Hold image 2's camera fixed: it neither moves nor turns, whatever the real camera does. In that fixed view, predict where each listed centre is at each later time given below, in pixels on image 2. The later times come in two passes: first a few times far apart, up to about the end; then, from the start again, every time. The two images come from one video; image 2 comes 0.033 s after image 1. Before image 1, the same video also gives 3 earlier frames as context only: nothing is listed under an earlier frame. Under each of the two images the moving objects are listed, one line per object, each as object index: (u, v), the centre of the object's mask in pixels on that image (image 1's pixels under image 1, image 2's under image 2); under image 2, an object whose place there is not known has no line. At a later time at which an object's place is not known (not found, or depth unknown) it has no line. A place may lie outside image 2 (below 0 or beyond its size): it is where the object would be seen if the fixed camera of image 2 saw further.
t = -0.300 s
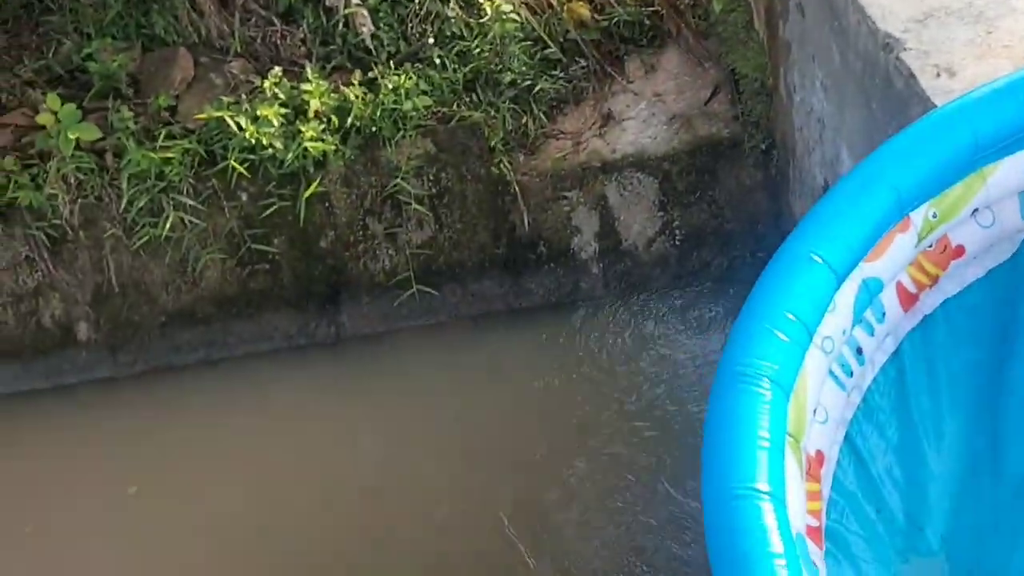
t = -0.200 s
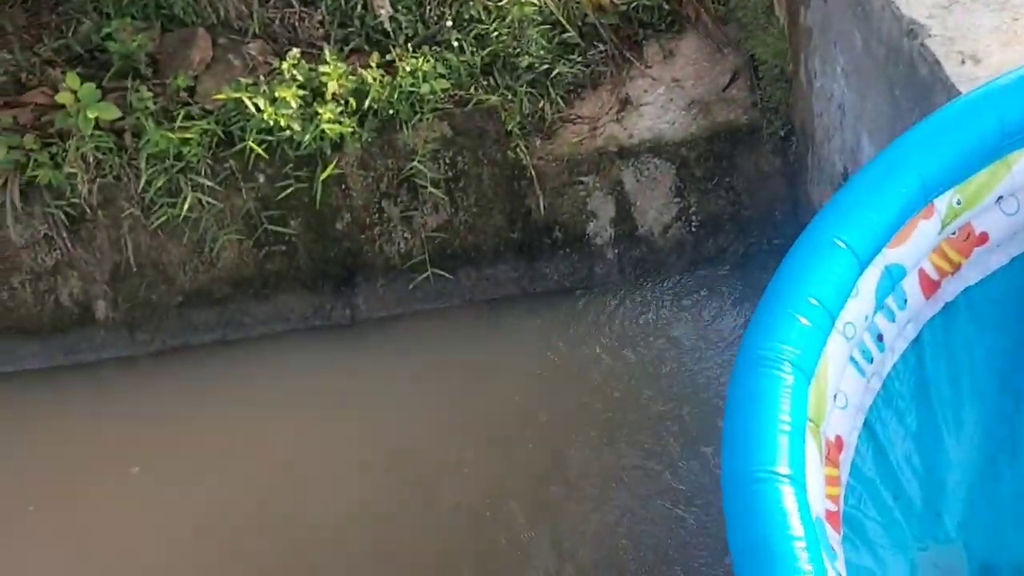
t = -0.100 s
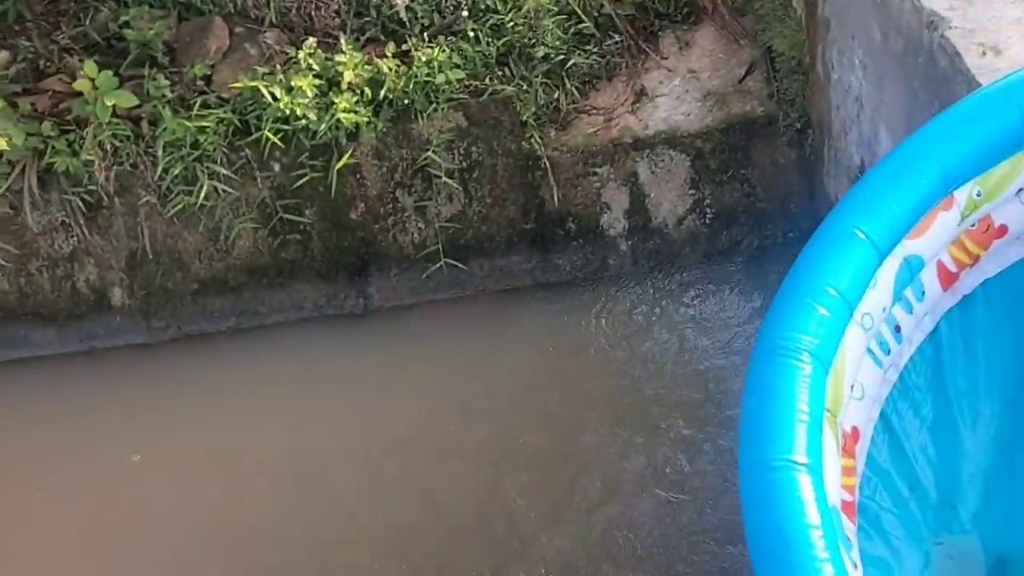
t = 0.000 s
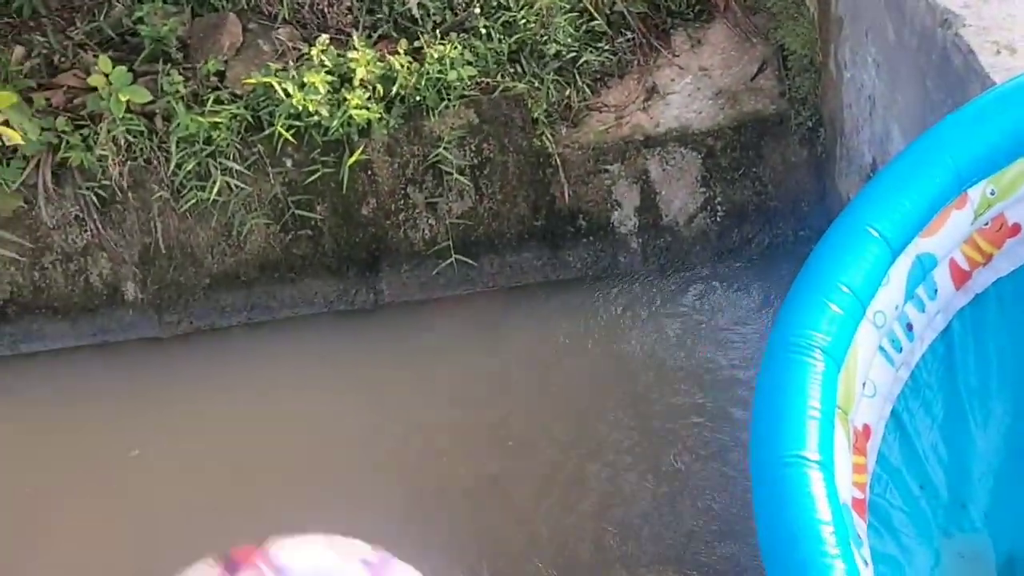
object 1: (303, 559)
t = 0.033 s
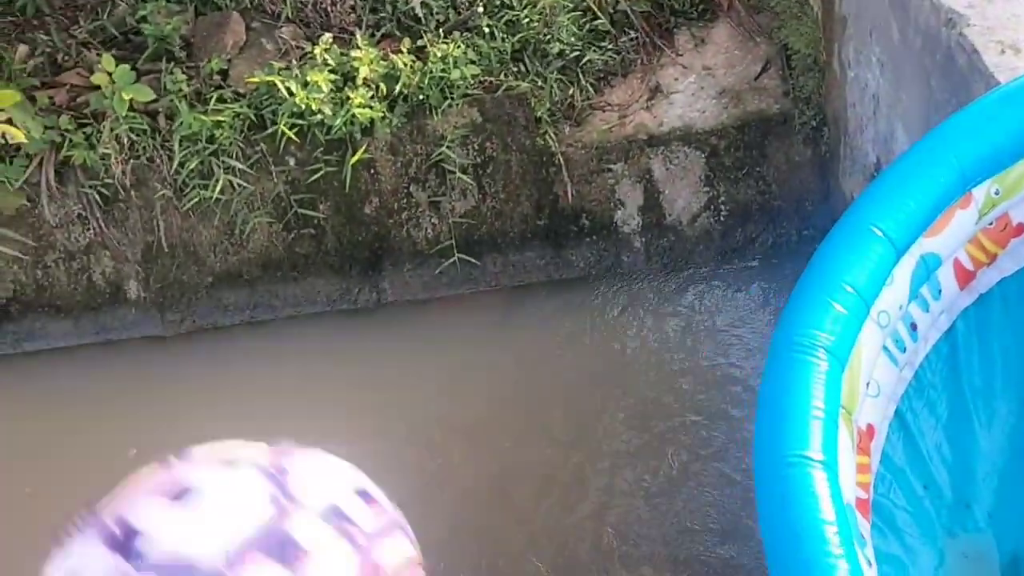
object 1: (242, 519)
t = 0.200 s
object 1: (124, 332)
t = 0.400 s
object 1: (236, 372)
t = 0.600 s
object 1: (371, 501)
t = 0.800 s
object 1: (379, 537)
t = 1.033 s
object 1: (335, 499)
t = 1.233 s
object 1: (307, 495)
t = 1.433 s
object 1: (279, 489)
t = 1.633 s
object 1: (251, 487)
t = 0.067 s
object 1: (194, 482)
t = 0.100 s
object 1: (161, 445)
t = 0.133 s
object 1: (139, 402)
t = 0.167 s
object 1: (128, 359)
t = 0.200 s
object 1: (124, 332)
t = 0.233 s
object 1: (128, 320)
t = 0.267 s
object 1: (142, 319)
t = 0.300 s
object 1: (162, 325)
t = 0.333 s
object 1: (185, 338)
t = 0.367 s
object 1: (211, 353)
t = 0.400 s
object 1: (236, 372)
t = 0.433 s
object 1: (261, 392)
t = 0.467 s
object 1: (286, 412)
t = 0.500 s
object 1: (309, 434)
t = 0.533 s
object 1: (332, 456)
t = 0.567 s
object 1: (351, 478)
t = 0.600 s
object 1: (371, 501)
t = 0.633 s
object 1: (389, 524)
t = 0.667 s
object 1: (400, 537)
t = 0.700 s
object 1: (399, 539)
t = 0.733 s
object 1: (393, 540)
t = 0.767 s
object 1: (386, 540)
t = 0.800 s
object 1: (379, 537)
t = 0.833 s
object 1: (370, 530)
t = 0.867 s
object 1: (360, 520)
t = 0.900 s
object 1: (353, 511)
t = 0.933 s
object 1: (345, 504)
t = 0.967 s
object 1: (340, 500)
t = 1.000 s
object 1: (337, 498)
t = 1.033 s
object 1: (335, 499)
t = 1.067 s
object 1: (332, 499)
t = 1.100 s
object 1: (329, 499)
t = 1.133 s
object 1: (324, 499)
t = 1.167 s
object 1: (319, 499)
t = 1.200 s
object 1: (313, 497)
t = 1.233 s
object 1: (307, 495)
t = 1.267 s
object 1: (301, 493)
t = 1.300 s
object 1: (296, 491)
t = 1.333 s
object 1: (291, 490)
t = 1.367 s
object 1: (287, 489)
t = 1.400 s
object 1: (283, 489)
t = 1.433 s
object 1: (279, 489)
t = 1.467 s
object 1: (274, 490)
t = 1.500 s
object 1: (270, 489)
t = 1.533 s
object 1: (264, 488)
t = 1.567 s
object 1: (259, 487)
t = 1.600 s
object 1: (255, 487)
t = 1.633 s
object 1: (251, 487)
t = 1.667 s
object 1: (246, 486)
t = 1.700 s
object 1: (242, 487)
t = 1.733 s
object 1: (237, 487)
